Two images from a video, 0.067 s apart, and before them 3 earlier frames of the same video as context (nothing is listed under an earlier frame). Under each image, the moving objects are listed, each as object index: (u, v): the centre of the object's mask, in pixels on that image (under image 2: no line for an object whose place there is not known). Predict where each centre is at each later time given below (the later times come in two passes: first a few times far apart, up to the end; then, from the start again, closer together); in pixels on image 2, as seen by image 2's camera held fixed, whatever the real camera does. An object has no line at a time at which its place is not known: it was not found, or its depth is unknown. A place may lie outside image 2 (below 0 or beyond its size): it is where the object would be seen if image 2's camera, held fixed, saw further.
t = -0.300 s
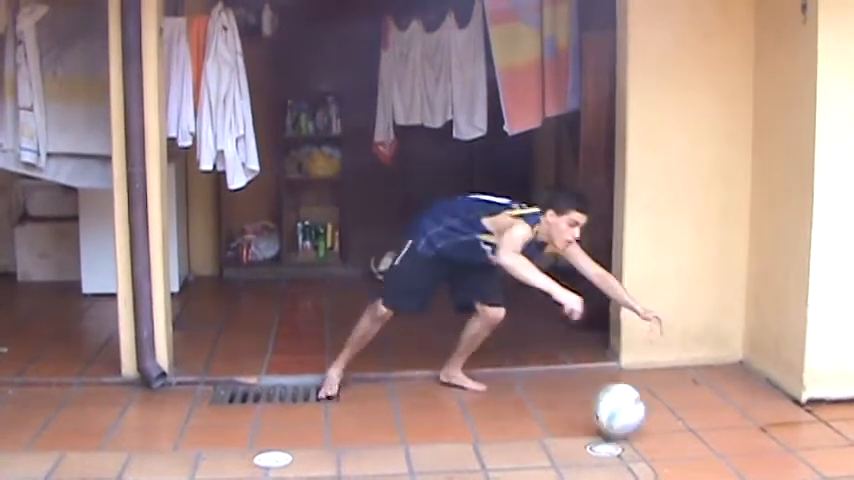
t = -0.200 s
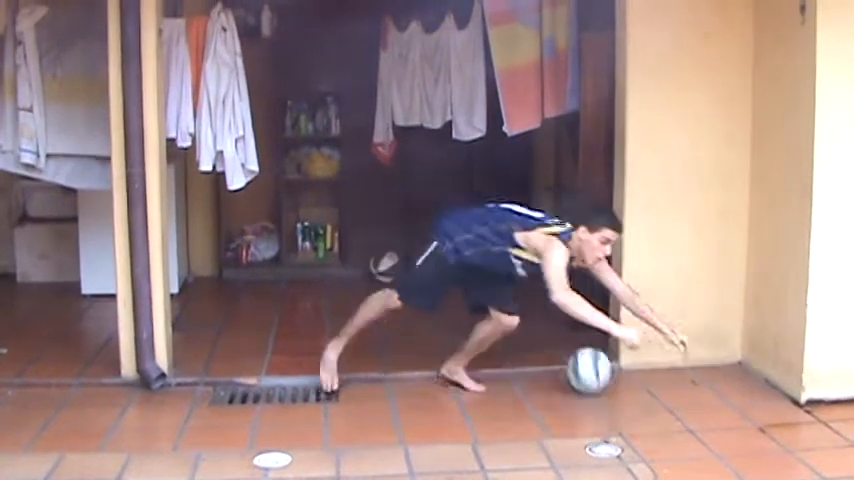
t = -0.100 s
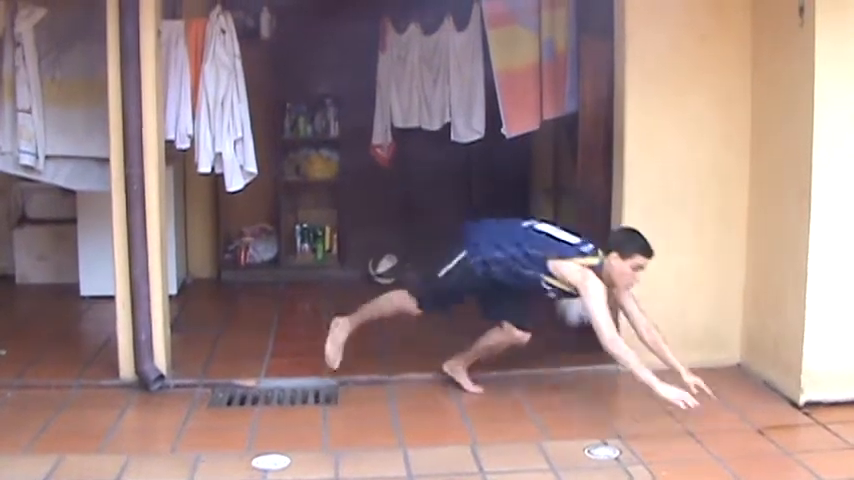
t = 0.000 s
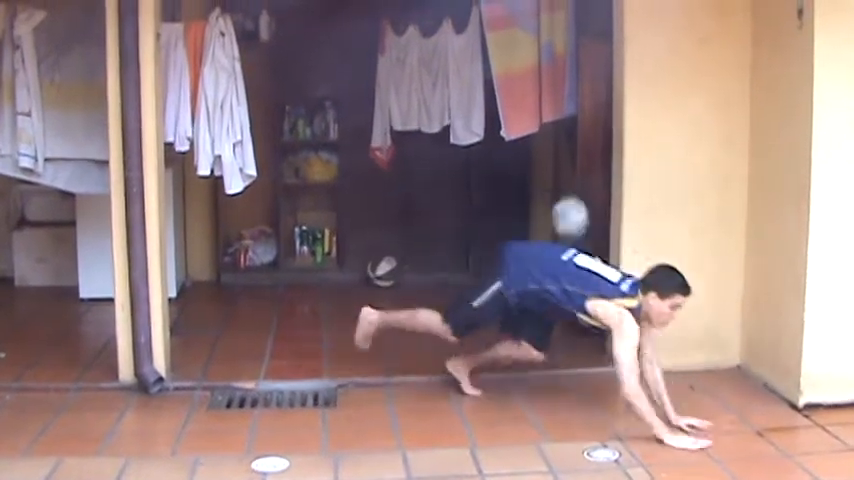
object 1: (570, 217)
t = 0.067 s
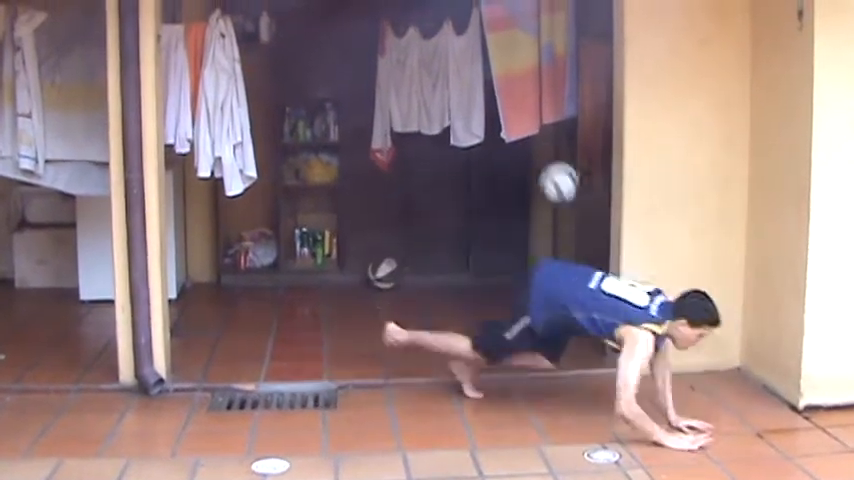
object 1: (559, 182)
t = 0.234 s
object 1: (514, 137)
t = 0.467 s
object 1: (441, 157)
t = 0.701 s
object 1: (361, 296)
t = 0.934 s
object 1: (301, 312)
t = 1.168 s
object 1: (266, 218)
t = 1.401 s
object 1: (237, 243)
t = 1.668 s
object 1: (210, 345)
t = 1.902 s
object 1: (181, 257)
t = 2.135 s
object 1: (202, 280)
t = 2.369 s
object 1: (221, 364)
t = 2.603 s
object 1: (209, 294)
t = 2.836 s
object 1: (201, 331)
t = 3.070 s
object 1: (199, 335)
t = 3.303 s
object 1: (203, 331)
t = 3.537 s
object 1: (209, 351)
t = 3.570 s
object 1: (211, 345)
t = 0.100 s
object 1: (550, 169)
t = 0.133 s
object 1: (541, 157)
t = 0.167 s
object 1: (532, 149)
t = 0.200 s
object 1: (524, 143)
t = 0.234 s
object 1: (514, 137)
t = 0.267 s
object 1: (503, 133)
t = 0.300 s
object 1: (496, 129)
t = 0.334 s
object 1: (484, 130)
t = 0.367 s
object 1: (474, 135)
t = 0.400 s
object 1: (464, 140)
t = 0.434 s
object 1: (453, 148)
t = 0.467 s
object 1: (441, 157)
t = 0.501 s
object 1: (430, 168)
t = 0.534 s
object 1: (419, 183)
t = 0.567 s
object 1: (408, 201)
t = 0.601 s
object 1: (397, 221)
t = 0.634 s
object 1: (385, 242)
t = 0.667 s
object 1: (373, 268)
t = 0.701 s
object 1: (361, 296)
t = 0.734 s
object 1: (349, 325)
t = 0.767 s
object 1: (338, 359)
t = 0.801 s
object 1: (326, 395)
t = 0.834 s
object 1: (318, 390)
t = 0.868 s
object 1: (312, 361)
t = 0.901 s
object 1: (307, 335)
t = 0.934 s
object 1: (301, 312)
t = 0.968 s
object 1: (296, 291)
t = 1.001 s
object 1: (291, 274)
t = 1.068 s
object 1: (281, 243)
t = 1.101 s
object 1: (276, 232)
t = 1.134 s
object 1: (271, 223)
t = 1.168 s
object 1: (266, 218)
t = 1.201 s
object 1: (262, 215)
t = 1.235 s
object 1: (257, 214)
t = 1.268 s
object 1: (253, 216)
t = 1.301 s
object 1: (249, 219)
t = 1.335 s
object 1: (245, 224)
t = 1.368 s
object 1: (241, 233)
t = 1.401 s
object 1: (237, 243)
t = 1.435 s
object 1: (234, 255)
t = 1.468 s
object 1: (231, 269)
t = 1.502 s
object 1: (228, 285)
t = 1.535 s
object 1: (224, 302)
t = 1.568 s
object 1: (222, 323)
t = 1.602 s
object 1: (218, 345)
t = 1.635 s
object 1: (215, 365)
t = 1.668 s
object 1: (210, 345)
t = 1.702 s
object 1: (205, 326)
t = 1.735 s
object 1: (200, 309)
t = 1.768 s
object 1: (195, 294)
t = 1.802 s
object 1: (189, 282)
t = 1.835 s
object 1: (184, 272)
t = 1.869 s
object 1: (180, 263)
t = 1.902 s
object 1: (181, 257)
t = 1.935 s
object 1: (183, 253)
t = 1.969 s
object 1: (187, 252)
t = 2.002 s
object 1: (190, 253)
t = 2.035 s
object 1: (193, 256)
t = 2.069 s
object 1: (196, 263)
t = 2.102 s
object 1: (199, 270)
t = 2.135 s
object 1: (202, 280)
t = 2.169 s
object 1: (206, 292)
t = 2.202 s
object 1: (209, 307)
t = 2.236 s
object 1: (213, 323)
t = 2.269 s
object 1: (216, 342)
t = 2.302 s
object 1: (220, 363)
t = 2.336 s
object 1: (223, 381)
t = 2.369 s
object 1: (221, 364)
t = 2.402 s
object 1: (219, 348)
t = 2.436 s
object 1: (217, 333)
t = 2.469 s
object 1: (215, 321)
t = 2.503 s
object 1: (214, 311)
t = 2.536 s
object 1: (213, 303)
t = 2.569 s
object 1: (211, 297)
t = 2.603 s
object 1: (209, 294)
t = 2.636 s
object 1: (208, 292)
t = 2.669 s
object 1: (206, 293)
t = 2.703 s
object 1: (205, 296)
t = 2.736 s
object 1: (204, 302)
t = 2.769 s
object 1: (203, 309)
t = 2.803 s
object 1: (202, 319)
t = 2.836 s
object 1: (201, 331)
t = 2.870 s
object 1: (200, 345)
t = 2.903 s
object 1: (200, 361)
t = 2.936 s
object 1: (199, 379)
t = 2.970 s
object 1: (199, 370)
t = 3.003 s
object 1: (199, 357)
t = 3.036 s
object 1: (199, 345)
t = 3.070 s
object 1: (199, 335)
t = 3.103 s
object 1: (199, 328)
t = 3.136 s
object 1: (200, 323)
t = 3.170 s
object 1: (200, 320)
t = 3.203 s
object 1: (201, 320)
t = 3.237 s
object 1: (201, 321)
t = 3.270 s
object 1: (202, 325)
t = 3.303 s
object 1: (203, 331)
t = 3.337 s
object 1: (204, 338)
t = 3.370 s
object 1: (204, 348)
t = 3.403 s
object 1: (205, 361)
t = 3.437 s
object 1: (206, 375)
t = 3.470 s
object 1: (207, 369)
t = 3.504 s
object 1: (208, 359)
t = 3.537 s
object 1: (209, 351)
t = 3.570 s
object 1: (211, 345)
